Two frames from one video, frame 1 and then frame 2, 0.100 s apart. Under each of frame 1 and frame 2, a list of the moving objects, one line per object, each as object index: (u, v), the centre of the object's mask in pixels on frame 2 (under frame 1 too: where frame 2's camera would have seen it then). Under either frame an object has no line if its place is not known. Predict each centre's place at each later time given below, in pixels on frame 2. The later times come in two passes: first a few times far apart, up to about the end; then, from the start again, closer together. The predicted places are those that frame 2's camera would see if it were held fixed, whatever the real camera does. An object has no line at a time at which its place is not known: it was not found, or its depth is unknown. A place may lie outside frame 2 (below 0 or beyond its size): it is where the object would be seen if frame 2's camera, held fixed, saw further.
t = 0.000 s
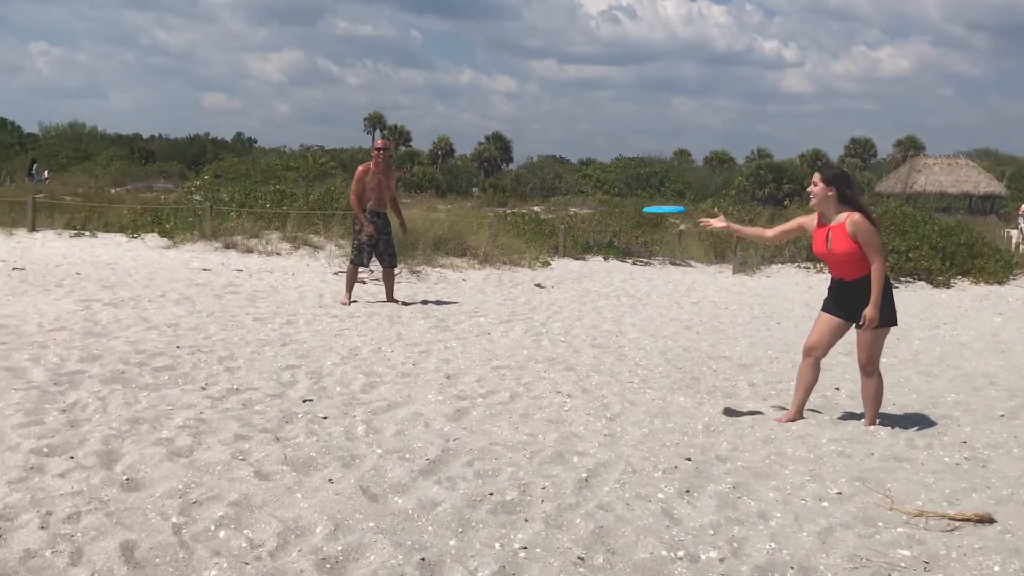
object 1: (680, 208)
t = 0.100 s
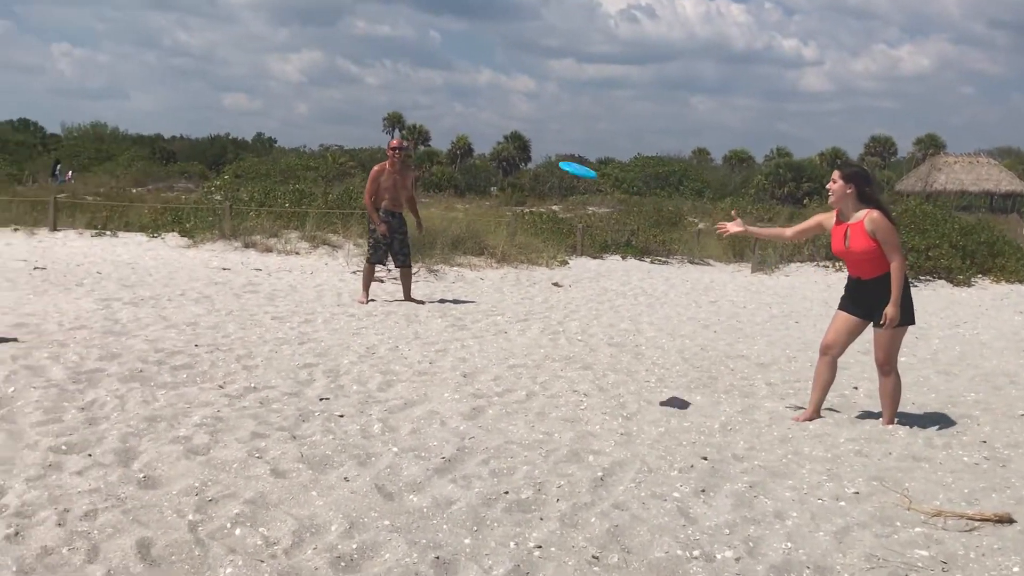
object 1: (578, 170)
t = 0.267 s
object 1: (433, 135)
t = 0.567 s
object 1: (260, 99)
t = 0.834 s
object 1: (188, 105)
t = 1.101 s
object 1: (170, 154)
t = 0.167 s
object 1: (517, 152)
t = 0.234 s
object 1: (460, 142)
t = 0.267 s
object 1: (433, 135)
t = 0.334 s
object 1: (387, 124)
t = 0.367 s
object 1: (365, 119)
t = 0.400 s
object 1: (344, 115)
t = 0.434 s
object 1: (326, 109)
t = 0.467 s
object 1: (308, 105)
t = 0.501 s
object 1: (291, 102)
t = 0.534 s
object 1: (275, 100)
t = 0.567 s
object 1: (260, 99)
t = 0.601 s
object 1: (247, 98)
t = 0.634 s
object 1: (236, 97)
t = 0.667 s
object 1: (225, 97)
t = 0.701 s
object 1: (215, 98)
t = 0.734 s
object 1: (207, 99)
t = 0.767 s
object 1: (200, 101)
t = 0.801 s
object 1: (194, 103)
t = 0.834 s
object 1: (188, 105)
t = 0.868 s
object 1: (183, 108)
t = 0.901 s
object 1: (179, 112)
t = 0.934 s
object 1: (177, 117)
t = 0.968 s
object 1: (175, 122)
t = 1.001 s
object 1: (173, 129)
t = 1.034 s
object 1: (171, 136)
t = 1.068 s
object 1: (170, 145)
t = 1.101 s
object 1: (170, 154)
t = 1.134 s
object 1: (170, 163)
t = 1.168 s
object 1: (171, 172)
